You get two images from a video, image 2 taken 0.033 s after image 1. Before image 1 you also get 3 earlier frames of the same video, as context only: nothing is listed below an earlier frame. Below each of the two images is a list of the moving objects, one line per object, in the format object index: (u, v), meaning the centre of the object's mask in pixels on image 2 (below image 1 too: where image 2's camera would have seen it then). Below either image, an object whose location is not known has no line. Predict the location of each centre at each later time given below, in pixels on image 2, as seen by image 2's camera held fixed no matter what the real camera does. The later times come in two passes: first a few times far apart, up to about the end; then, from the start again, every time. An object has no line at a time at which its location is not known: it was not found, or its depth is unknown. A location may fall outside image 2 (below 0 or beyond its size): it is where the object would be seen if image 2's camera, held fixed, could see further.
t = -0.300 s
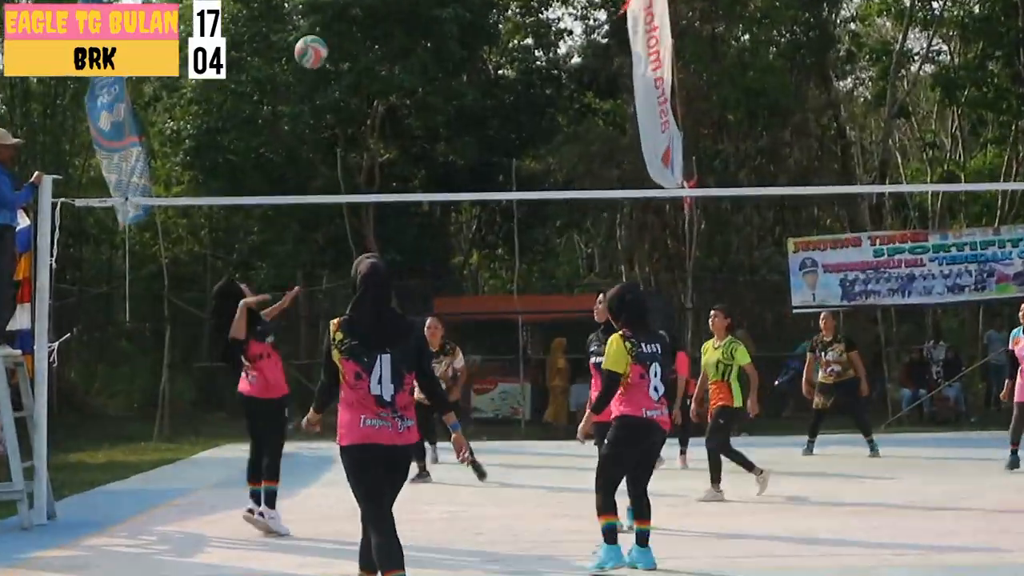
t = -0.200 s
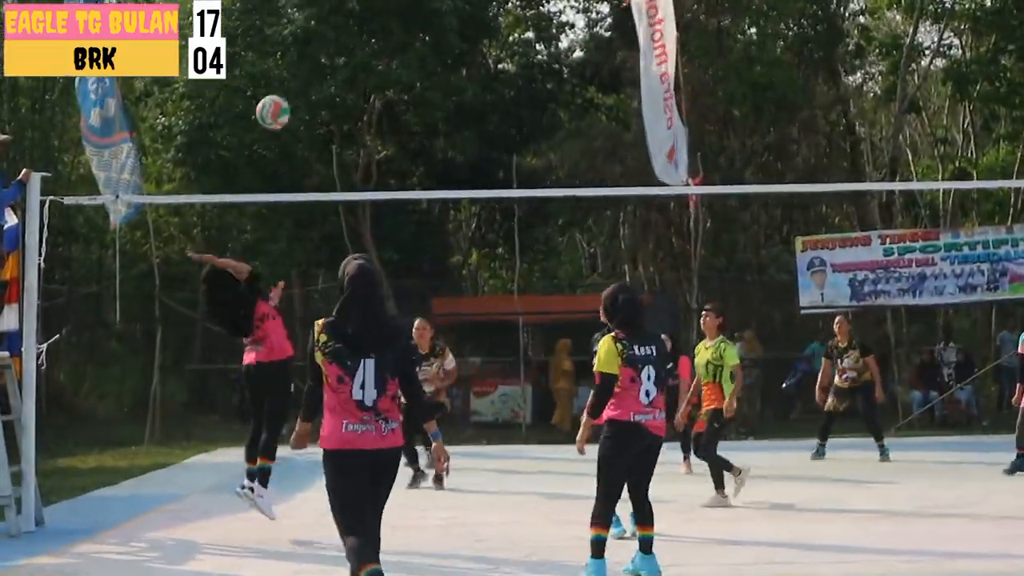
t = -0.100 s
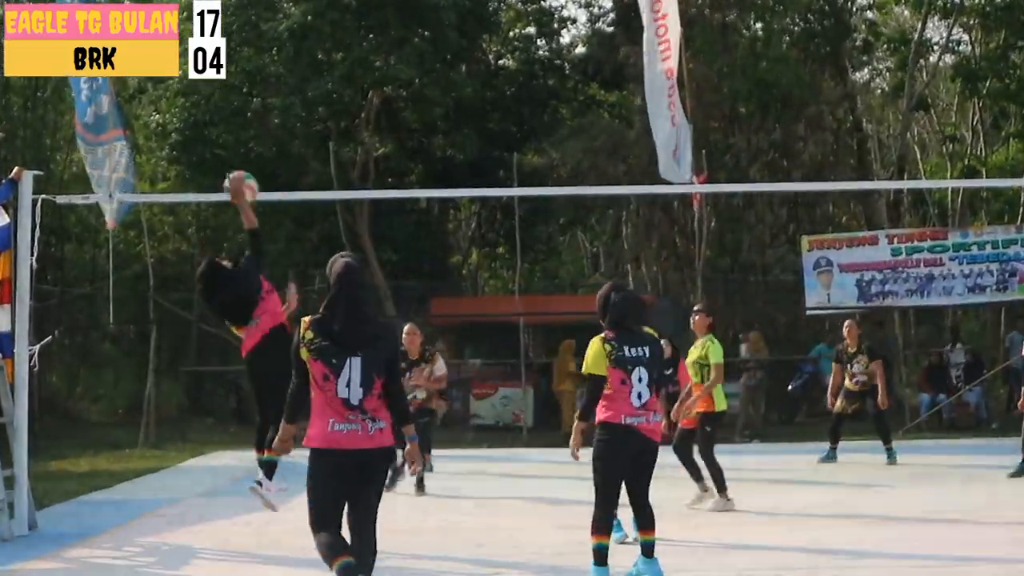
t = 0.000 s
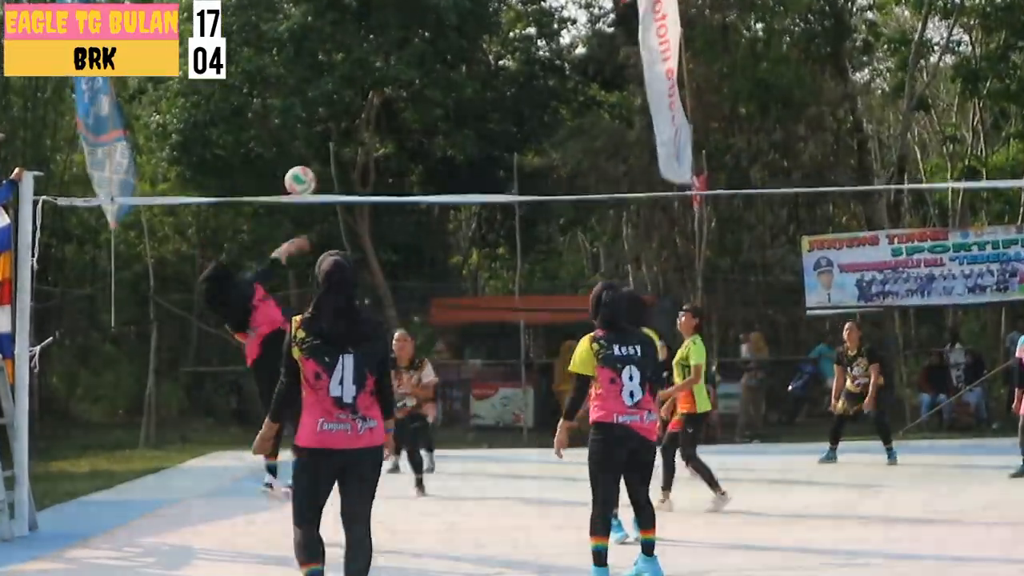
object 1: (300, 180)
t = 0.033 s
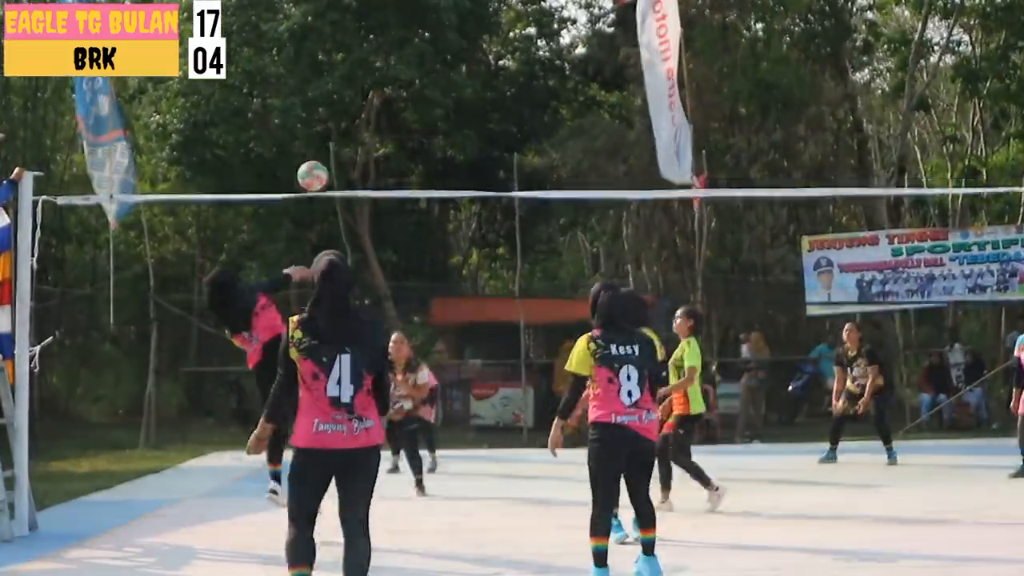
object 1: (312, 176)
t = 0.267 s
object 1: (380, 184)
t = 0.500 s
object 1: (429, 263)
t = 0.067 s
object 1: (323, 173)
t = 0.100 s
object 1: (334, 172)
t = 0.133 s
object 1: (344, 172)
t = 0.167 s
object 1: (354, 174)
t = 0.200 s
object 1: (363, 177)
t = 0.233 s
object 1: (372, 181)
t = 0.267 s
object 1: (380, 184)
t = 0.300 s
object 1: (389, 198)
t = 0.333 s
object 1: (396, 207)
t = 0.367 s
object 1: (403, 214)
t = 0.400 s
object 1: (410, 225)
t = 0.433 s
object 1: (417, 237)
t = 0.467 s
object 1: (423, 249)
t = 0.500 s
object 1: (429, 263)
